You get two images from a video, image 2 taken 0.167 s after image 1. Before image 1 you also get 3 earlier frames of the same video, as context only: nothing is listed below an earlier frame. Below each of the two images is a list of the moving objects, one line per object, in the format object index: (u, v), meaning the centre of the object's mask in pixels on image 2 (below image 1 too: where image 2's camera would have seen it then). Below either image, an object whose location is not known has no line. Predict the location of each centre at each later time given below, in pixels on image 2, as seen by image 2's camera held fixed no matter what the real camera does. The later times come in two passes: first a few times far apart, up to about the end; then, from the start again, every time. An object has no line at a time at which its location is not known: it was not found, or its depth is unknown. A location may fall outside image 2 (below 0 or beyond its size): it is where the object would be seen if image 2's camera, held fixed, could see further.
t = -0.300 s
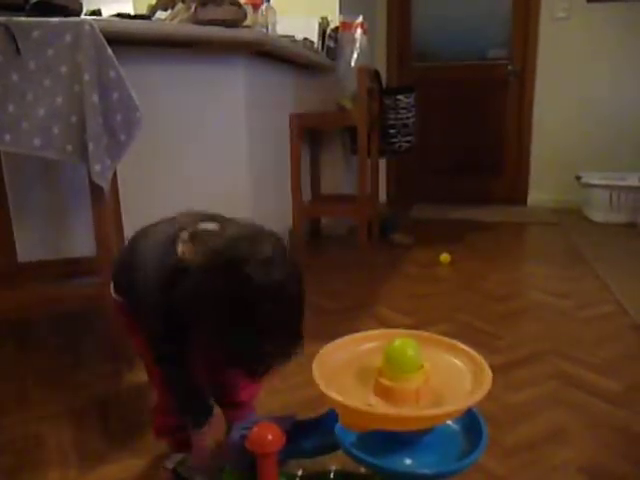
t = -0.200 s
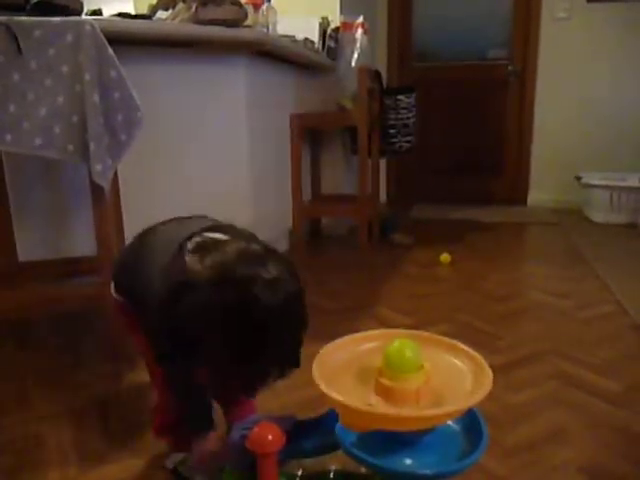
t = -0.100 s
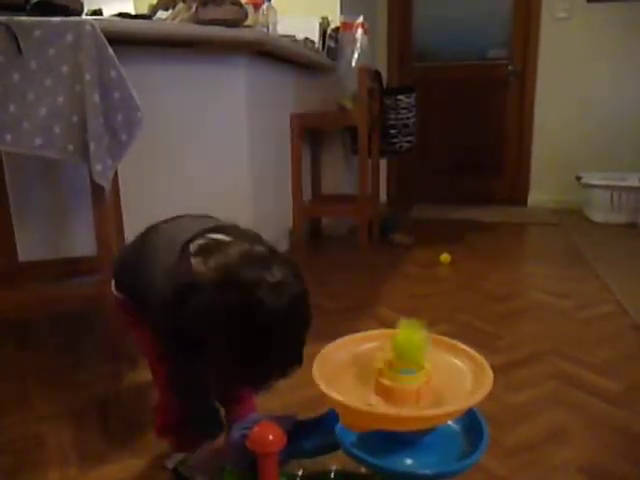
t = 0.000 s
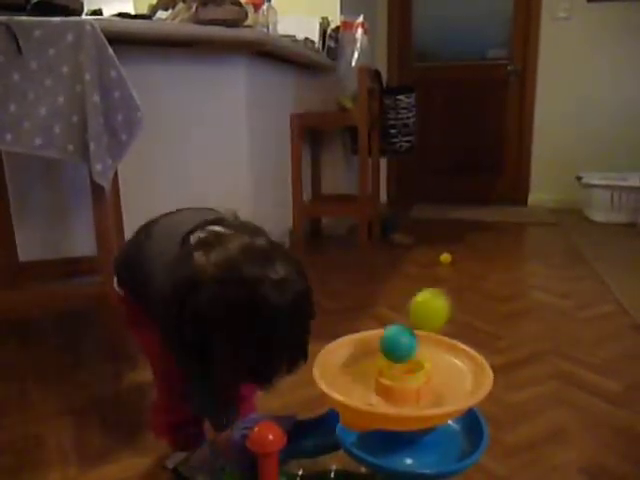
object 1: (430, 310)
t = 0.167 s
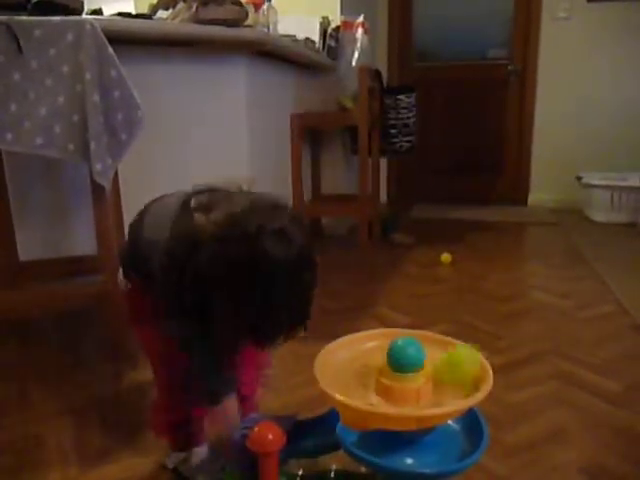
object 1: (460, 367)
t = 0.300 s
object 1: (457, 376)
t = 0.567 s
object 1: (427, 392)
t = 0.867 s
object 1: (366, 398)
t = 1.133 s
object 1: (370, 442)
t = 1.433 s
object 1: (424, 452)
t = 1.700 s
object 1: (462, 429)
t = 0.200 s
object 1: (456, 371)
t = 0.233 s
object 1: (461, 371)
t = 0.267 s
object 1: (459, 372)
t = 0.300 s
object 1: (457, 376)
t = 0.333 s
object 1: (453, 379)
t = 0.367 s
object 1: (449, 380)
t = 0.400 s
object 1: (448, 380)
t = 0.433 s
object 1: (448, 382)
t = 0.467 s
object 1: (440, 387)
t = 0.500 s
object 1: (438, 390)
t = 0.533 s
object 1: (430, 392)
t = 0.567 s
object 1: (427, 392)
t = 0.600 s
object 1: (414, 393)
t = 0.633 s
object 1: (405, 395)
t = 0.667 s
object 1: (397, 396)
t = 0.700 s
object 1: (390, 396)
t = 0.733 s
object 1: (384, 395)
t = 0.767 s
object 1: (375, 394)
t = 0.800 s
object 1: (371, 392)
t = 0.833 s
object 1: (367, 396)
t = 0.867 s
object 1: (366, 398)
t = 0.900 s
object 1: (366, 398)
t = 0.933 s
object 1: (366, 398)
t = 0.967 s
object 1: (364, 439)
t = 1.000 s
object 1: (365, 440)
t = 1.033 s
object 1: (366, 441)
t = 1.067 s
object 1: (366, 441)
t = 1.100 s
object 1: (367, 441)
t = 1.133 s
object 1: (370, 442)
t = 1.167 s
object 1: (372, 443)
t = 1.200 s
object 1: (378, 445)
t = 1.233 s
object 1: (381, 446)
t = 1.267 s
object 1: (386, 447)
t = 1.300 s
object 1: (393, 449)
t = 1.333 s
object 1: (400, 450)
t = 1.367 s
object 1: (407, 451)
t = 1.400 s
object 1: (416, 452)
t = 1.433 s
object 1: (424, 452)
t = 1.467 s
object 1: (433, 452)
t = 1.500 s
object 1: (441, 450)
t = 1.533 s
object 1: (448, 448)
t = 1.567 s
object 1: (454, 445)
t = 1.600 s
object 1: (458, 441)
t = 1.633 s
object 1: (461, 437)
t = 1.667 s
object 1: (462, 432)
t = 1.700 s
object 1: (462, 429)
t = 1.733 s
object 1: (462, 424)
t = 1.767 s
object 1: (460, 421)
